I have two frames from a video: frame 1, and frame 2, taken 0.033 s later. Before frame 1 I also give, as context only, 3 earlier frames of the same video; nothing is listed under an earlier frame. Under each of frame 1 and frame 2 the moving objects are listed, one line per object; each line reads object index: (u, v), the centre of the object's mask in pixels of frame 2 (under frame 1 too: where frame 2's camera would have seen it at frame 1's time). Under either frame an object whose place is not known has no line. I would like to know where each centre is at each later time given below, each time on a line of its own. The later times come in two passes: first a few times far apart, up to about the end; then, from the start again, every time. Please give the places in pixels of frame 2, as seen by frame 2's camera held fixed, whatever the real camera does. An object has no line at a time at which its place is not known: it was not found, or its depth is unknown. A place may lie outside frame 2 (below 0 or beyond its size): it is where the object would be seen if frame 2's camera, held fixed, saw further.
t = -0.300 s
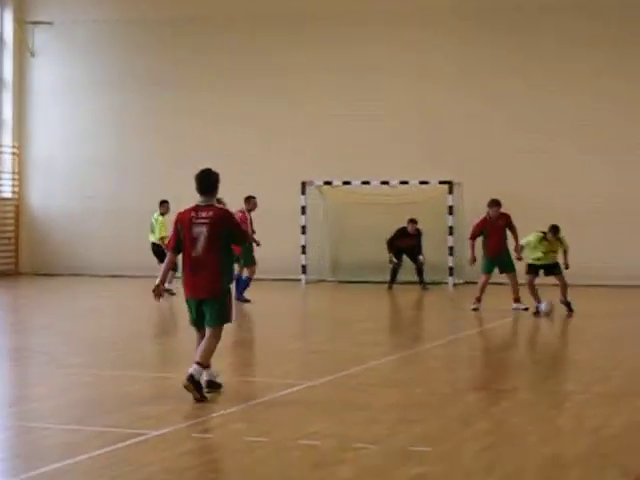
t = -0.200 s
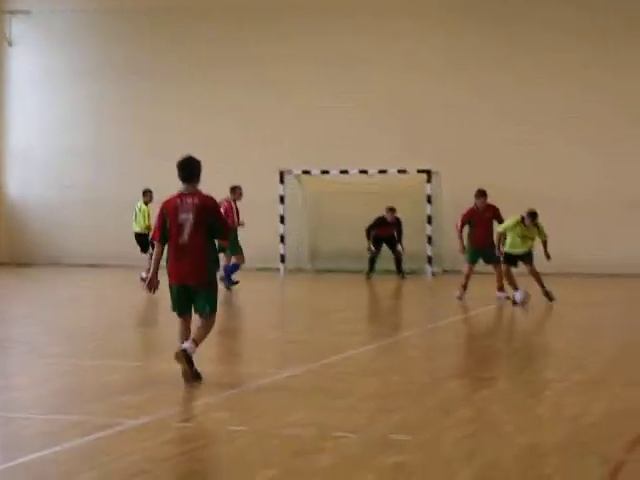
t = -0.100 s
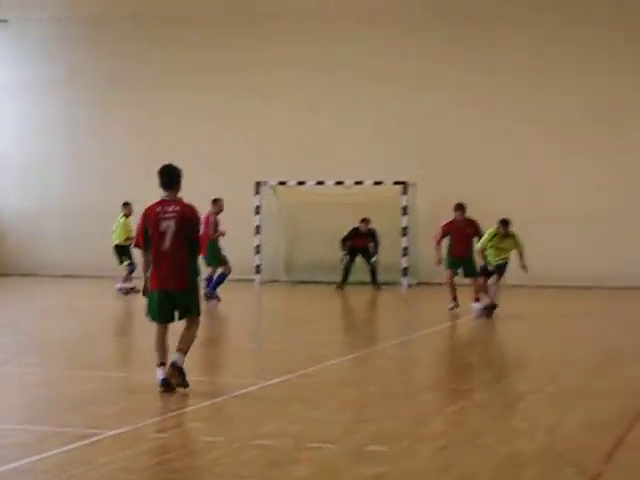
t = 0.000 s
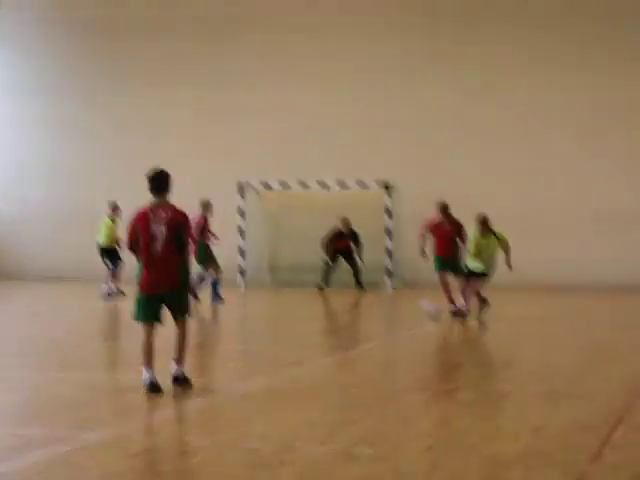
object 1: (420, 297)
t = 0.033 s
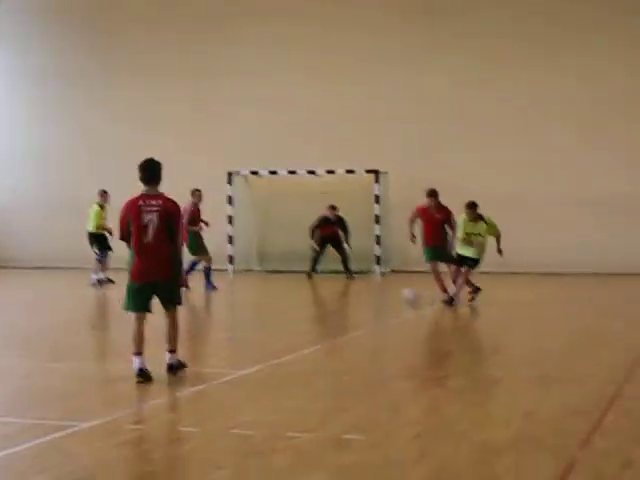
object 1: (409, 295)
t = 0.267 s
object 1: (349, 293)
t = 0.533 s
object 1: (288, 293)
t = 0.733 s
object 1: (244, 292)
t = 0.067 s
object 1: (400, 295)
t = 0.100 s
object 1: (391, 295)
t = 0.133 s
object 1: (382, 295)
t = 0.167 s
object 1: (373, 294)
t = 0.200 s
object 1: (364, 294)
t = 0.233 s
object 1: (356, 294)
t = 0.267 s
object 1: (349, 293)
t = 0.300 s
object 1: (341, 293)
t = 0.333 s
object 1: (332, 293)
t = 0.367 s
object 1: (325, 293)
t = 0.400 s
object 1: (317, 294)
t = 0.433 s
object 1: (309, 293)
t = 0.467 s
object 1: (303, 293)
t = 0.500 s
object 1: (295, 292)
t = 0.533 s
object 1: (288, 293)
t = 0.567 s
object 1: (281, 292)
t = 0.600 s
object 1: (273, 292)
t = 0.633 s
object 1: (266, 292)
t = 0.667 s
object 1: (258, 292)
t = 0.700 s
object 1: (251, 292)
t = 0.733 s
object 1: (244, 292)
